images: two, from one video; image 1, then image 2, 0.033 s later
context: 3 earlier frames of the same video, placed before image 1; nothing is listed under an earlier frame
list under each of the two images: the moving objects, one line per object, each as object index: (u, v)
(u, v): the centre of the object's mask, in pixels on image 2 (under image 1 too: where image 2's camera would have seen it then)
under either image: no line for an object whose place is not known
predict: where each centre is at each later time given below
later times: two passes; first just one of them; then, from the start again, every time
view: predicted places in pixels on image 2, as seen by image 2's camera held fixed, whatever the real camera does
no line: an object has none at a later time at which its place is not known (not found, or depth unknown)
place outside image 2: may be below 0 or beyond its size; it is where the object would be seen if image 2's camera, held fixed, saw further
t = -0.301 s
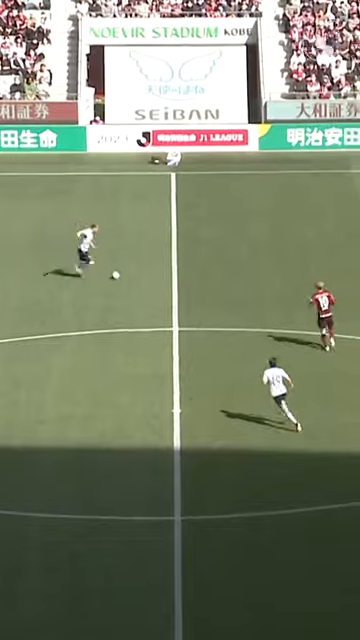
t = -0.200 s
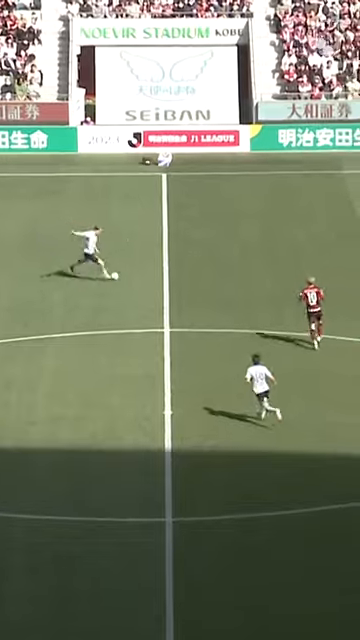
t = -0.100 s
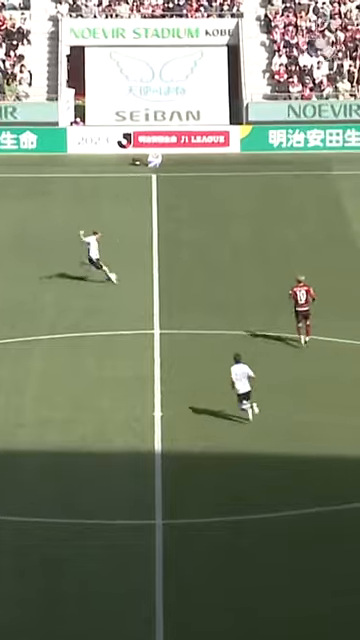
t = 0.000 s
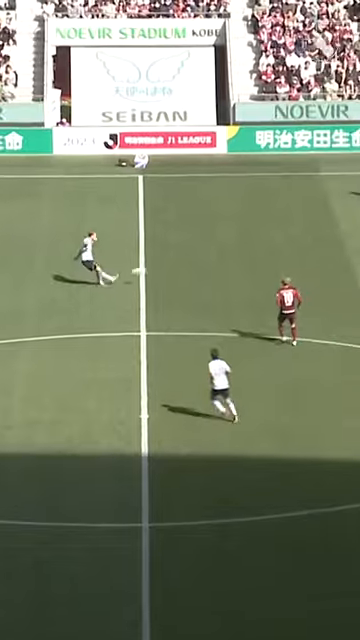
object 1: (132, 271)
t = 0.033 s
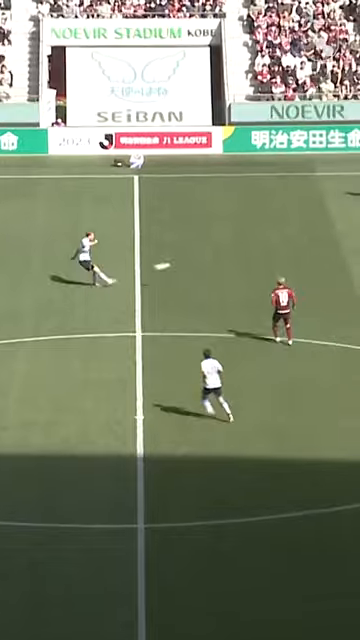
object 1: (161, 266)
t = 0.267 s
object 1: (349, 229)
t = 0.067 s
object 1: (188, 260)
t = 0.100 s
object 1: (215, 256)
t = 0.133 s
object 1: (243, 250)
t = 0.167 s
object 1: (269, 245)
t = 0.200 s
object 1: (297, 240)
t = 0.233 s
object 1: (323, 234)
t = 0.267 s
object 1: (349, 229)
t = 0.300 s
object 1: (375, 224)
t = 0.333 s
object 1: (402, 218)
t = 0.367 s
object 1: (429, 213)
